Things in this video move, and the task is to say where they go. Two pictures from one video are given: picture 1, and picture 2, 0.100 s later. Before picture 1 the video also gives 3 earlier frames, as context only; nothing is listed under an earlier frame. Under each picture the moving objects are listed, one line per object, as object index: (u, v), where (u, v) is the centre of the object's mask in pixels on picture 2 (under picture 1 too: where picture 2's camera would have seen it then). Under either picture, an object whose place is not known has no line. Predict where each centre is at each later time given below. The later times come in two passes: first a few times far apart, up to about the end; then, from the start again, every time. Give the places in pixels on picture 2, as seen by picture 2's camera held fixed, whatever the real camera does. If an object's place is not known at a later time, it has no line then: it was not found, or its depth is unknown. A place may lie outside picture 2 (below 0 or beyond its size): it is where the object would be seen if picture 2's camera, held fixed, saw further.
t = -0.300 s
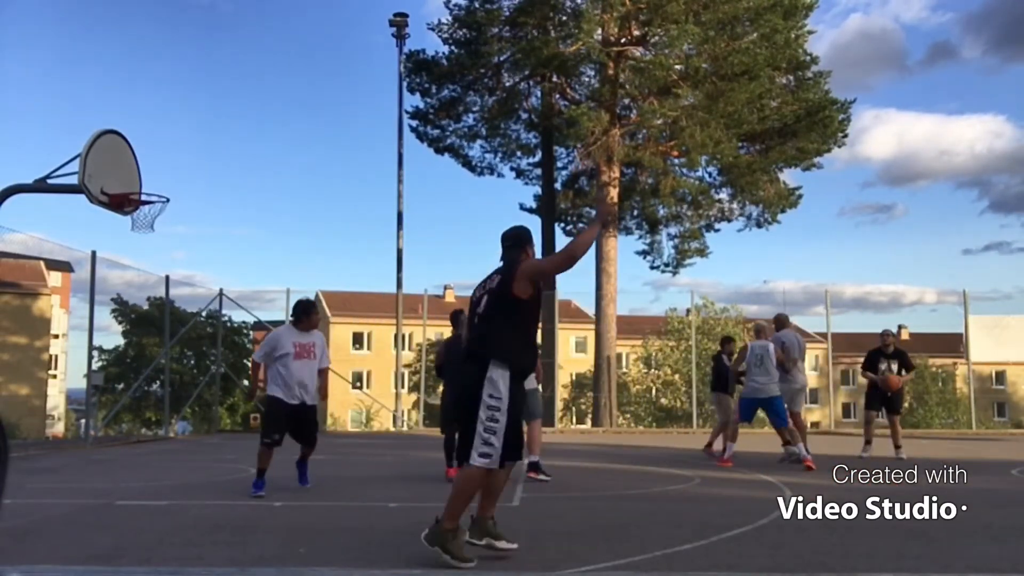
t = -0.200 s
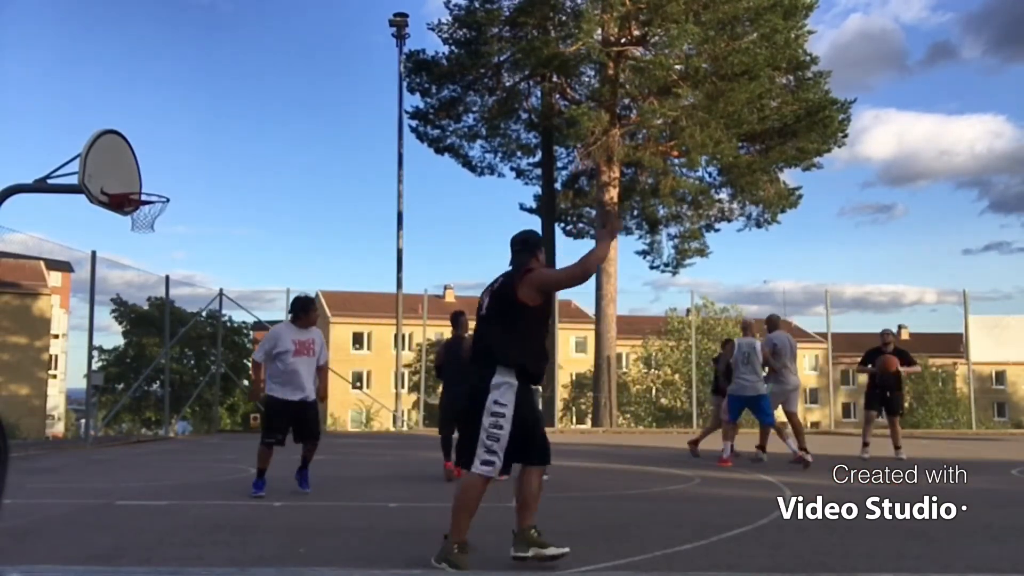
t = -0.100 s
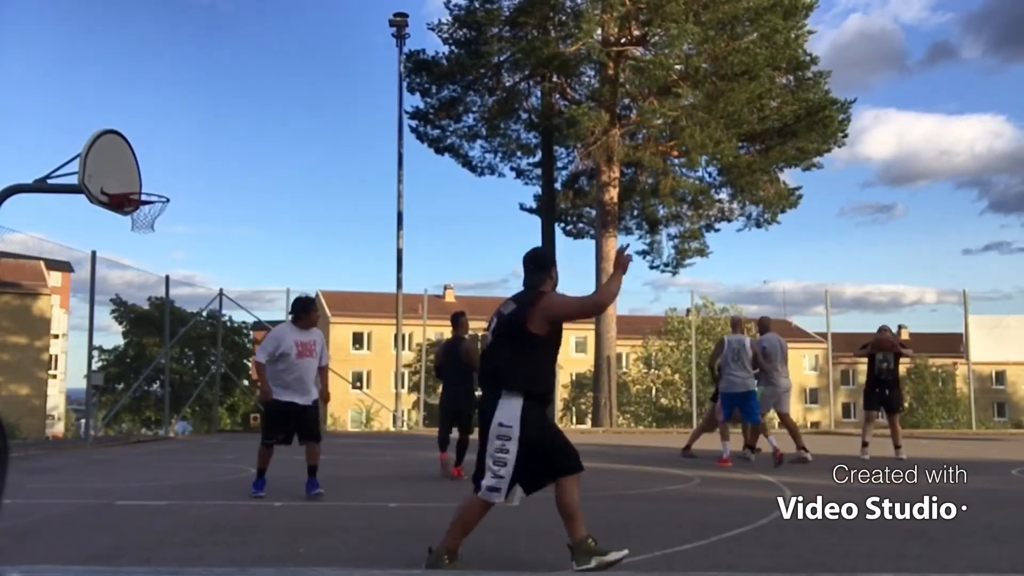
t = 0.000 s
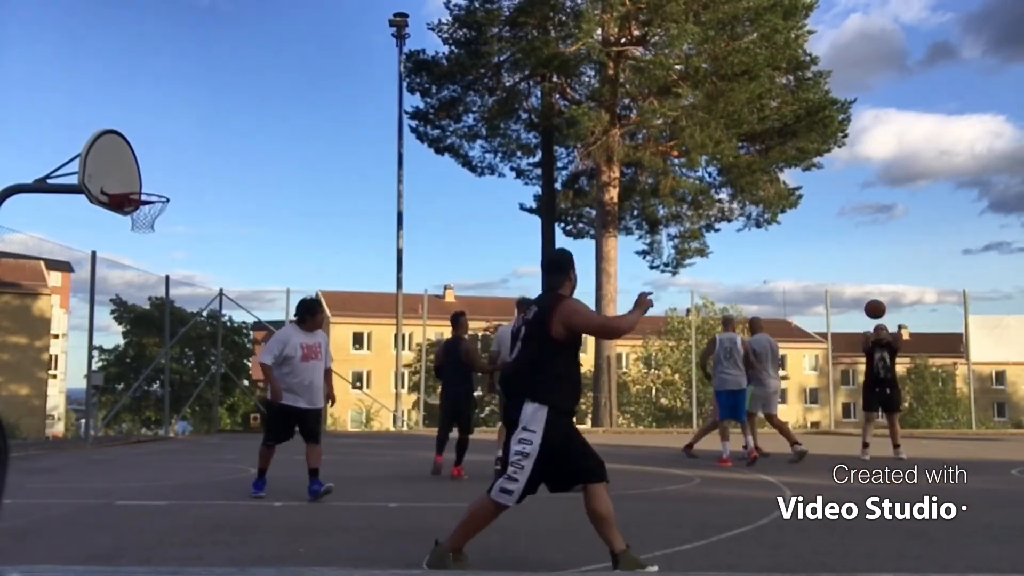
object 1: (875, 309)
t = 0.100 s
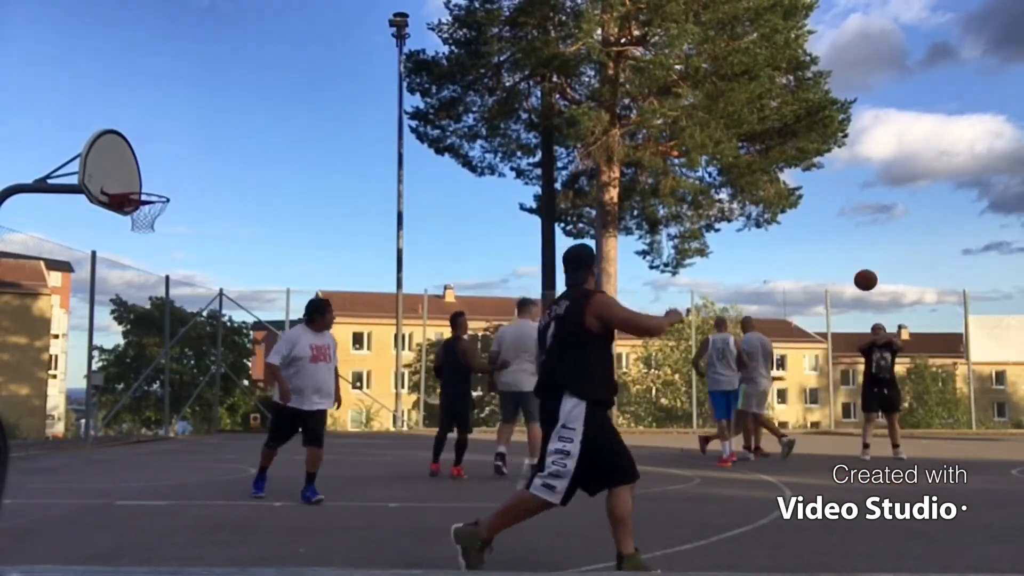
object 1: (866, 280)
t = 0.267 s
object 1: (845, 243)
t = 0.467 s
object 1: (812, 229)
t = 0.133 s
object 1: (862, 271)
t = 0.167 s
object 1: (858, 263)
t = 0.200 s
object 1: (854, 256)
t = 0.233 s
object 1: (849, 249)
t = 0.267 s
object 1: (845, 243)
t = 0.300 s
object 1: (840, 238)
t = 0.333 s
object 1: (835, 234)
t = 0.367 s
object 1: (830, 231)
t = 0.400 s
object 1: (824, 229)
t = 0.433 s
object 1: (818, 228)
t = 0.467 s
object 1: (812, 229)
